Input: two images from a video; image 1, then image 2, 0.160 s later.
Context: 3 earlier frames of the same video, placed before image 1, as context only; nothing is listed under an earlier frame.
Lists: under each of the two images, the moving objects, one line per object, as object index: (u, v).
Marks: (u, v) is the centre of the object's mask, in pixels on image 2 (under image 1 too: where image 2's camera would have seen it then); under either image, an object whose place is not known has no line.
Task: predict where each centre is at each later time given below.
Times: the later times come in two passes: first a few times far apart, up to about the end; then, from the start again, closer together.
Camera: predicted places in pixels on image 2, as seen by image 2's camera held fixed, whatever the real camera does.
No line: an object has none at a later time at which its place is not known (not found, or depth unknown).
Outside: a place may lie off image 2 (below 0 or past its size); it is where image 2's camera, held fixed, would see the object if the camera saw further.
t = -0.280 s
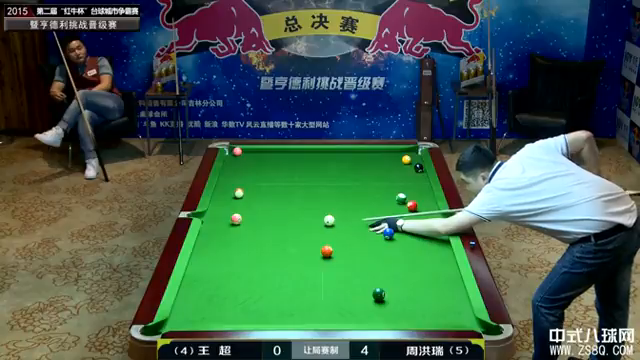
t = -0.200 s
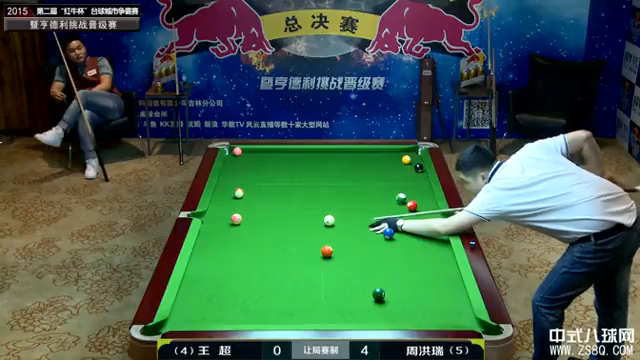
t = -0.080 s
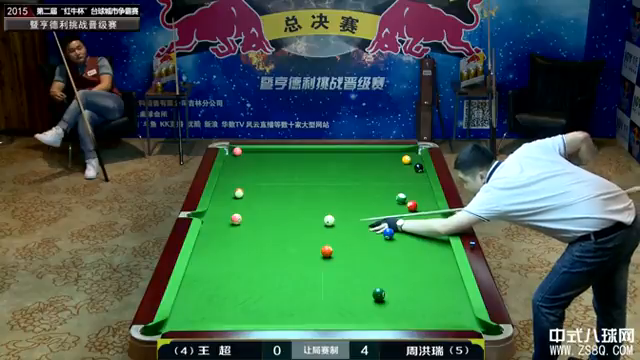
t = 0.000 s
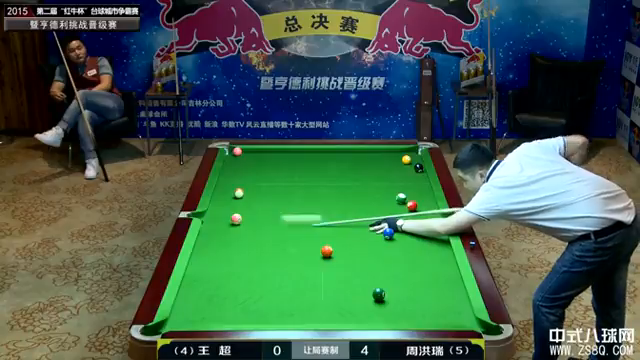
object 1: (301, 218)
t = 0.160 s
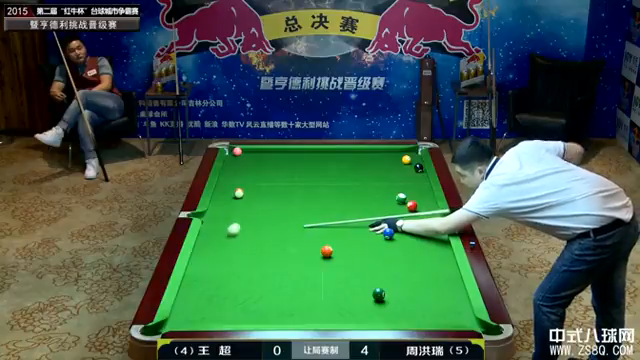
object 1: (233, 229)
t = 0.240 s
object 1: (225, 237)
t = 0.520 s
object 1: (217, 262)
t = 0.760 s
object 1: (228, 283)
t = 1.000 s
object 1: (241, 305)
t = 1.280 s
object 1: (265, 315)
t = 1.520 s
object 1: (295, 303)
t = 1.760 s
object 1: (322, 292)
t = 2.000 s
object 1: (348, 282)
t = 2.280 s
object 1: (375, 271)
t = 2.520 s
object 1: (396, 262)
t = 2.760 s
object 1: (416, 255)
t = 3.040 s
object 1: (438, 246)
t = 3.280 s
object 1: (436, 239)
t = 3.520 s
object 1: (423, 232)
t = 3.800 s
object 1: (410, 224)
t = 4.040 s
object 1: (399, 219)
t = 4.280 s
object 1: (390, 213)
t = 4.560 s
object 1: (379, 208)
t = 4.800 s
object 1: (371, 203)
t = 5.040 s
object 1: (364, 199)
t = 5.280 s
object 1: (357, 195)
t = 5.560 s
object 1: (350, 191)
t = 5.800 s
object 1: (345, 188)
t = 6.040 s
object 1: (340, 185)
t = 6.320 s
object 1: (335, 183)
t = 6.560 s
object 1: (331, 181)
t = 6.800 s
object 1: (327, 179)
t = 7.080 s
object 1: (324, 177)
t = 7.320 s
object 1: (321, 176)
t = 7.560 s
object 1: (319, 175)
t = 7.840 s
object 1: (317, 174)
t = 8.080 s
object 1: (316, 173)
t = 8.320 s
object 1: (316, 173)
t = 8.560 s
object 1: (316, 173)
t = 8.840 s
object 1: (316, 173)
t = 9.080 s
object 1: (316, 173)
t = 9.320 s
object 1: (316, 173)
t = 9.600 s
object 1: (316, 173)
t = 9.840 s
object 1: (315, 173)
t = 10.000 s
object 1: (316, 173)
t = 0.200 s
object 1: (229, 233)
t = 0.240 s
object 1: (225, 237)
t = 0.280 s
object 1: (223, 240)
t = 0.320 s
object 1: (220, 244)
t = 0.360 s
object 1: (218, 248)
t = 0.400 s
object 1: (217, 251)
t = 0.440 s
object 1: (216, 255)
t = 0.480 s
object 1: (217, 258)
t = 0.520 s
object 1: (217, 262)
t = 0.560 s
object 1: (219, 265)
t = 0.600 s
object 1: (220, 269)
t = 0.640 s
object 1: (222, 273)
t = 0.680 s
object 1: (224, 276)
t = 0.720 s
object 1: (226, 279)
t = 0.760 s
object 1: (228, 283)
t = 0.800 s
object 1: (230, 286)
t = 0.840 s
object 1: (232, 290)
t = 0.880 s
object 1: (234, 294)
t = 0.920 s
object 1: (236, 297)
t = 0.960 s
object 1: (239, 301)
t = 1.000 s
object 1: (241, 305)
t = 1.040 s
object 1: (243, 309)
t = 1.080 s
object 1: (246, 313)
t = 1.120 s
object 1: (248, 316)
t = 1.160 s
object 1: (250, 318)
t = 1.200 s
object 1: (255, 318)
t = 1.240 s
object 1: (260, 317)
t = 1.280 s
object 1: (265, 315)
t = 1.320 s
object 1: (271, 313)
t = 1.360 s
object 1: (276, 311)
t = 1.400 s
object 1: (281, 309)
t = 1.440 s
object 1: (286, 307)
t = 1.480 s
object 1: (291, 305)
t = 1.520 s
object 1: (295, 303)
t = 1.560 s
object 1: (300, 301)
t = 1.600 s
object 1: (304, 299)
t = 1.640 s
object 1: (309, 297)
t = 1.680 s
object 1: (314, 295)
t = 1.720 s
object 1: (318, 293)
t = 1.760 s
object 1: (322, 292)
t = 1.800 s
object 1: (327, 290)
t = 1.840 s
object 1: (331, 288)
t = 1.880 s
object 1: (335, 286)
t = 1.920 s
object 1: (339, 285)
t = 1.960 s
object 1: (344, 283)
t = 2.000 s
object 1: (348, 282)
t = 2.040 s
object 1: (351, 280)
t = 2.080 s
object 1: (355, 279)
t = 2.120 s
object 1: (360, 277)
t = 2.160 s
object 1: (363, 276)
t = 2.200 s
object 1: (367, 274)
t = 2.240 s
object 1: (371, 272)
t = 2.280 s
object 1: (375, 271)
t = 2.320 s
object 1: (378, 270)
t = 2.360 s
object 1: (382, 268)
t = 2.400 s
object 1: (386, 266)
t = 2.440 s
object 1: (389, 265)
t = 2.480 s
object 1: (393, 264)
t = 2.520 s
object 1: (396, 262)
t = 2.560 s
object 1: (400, 261)
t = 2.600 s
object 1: (403, 260)
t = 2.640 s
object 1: (406, 259)
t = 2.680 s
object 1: (410, 257)
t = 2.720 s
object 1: (413, 256)
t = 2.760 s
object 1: (416, 255)
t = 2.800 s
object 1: (419, 253)
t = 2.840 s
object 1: (422, 252)
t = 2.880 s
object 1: (426, 251)
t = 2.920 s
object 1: (428, 250)
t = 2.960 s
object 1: (432, 248)
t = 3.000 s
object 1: (435, 247)
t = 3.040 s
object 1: (438, 246)
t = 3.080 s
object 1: (440, 245)
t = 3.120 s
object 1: (443, 244)
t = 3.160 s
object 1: (443, 242)
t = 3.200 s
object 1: (441, 241)
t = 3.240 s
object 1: (438, 240)
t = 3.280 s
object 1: (436, 239)
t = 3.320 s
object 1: (434, 238)
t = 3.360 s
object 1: (431, 236)
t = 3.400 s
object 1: (429, 235)
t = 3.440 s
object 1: (427, 234)
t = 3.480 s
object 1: (425, 233)
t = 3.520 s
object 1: (423, 232)
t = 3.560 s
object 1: (421, 231)
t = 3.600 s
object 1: (419, 230)
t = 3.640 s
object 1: (417, 228)
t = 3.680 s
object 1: (415, 228)
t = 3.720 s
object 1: (414, 226)
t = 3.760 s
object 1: (411, 225)
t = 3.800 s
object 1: (410, 224)
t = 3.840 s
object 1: (408, 223)
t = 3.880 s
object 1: (406, 222)
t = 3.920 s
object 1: (404, 222)
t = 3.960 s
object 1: (403, 221)
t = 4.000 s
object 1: (401, 219)
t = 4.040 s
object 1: (399, 219)
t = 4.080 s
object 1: (398, 218)
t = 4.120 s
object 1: (396, 217)
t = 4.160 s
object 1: (394, 216)
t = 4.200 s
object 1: (393, 215)
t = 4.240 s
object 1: (391, 214)
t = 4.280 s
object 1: (390, 213)
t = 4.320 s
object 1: (388, 212)
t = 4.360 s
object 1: (387, 212)
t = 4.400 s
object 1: (385, 211)
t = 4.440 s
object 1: (384, 210)
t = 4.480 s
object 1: (382, 209)
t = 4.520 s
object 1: (381, 208)
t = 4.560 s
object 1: (379, 208)
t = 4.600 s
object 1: (378, 207)
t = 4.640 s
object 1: (377, 206)
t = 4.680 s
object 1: (375, 205)
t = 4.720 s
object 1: (374, 204)
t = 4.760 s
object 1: (372, 204)
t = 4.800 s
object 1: (371, 203)
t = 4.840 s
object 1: (370, 202)
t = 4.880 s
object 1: (369, 202)
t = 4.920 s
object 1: (367, 201)
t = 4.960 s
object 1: (366, 200)
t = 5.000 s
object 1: (365, 200)
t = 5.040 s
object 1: (364, 199)
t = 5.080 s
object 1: (363, 198)
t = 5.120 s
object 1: (362, 198)
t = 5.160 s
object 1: (361, 197)
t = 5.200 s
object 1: (360, 197)
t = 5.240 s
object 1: (359, 196)
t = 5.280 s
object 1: (357, 195)
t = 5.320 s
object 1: (356, 195)
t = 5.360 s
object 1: (355, 194)
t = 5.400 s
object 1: (354, 194)
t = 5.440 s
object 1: (353, 193)
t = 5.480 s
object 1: (352, 192)
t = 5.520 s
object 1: (351, 192)
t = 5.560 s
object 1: (350, 191)
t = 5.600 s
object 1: (349, 191)
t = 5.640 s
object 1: (348, 190)
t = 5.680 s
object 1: (347, 190)
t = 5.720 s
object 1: (346, 189)
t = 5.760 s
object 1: (346, 189)
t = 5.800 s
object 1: (345, 188)
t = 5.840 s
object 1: (344, 188)
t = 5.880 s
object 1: (343, 187)
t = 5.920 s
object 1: (342, 187)
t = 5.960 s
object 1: (341, 187)
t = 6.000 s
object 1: (340, 186)
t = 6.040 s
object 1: (340, 185)
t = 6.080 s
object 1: (339, 185)
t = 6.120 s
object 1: (338, 185)
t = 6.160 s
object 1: (337, 184)
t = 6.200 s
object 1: (337, 184)
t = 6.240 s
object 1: (336, 183)
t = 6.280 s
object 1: (335, 183)
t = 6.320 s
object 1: (335, 183)
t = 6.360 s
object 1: (334, 182)
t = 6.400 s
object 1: (333, 182)
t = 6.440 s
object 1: (333, 182)
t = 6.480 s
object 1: (332, 181)
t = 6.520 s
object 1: (331, 181)
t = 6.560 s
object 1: (331, 181)
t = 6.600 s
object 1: (330, 180)
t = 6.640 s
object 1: (329, 180)
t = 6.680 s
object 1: (329, 180)
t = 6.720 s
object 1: (328, 179)
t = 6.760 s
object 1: (328, 179)
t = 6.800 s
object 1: (327, 179)
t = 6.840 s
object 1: (327, 178)
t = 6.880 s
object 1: (326, 178)
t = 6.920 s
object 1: (326, 178)
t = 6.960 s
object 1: (325, 178)
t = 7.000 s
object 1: (325, 177)
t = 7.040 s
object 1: (324, 177)
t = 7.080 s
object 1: (324, 177)
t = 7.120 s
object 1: (323, 177)
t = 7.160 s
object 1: (323, 176)
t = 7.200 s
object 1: (322, 176)
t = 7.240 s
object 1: (322, 176)
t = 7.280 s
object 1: (322, 176)
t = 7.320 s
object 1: (321, 176)
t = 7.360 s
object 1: (321, 176)
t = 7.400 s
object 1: (320, 175)
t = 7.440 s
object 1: (320, 175)
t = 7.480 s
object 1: (320, 175)
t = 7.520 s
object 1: (320, 175)
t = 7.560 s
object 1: (319, 175)
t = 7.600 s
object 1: (319, 175)
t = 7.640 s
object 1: (318, 174)
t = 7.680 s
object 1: (318, 174)
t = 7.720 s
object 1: (318, 174)
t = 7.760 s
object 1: (318, 174)
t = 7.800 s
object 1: (318, 174)
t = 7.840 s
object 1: (317, 174)
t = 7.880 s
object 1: (317, 174)
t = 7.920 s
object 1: (317, 173)
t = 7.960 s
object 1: (317, 173)
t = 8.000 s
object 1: (317, 173)
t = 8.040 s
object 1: (316, 173)
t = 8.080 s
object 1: (316, 173)
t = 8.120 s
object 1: (316, 173)
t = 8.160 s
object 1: (316, 173)
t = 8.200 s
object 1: (316, 173)
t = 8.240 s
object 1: (316, 173)
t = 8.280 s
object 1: (316, 173)
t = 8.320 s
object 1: (316, 173)
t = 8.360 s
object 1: (316, 173)
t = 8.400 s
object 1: (316, 173)
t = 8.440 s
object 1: (316, 173)
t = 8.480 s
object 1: (316, 173)
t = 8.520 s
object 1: (316, 173)
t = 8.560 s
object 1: (316, 173)
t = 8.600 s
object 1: (316, 173)
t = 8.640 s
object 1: (316, 173)
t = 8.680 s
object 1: (316, 173)
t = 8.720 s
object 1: (316, 173)
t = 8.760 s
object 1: (316, 173)
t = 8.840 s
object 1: (316, 173)
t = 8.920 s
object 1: (316, 173)
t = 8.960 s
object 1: (316, 173)
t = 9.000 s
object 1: (316, 173)
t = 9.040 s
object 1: (316, 173)
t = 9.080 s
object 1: (316, 173)
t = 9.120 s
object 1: (316, 173)
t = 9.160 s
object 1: (316, 173)
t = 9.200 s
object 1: (316, 173)
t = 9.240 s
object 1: (316, 173)
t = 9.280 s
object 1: (316, 173)
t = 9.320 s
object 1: (316, 173)
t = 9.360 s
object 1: (316, 173)
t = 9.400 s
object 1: (316, 173)
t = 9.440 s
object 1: (316, 173)
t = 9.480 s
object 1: (316, 173)
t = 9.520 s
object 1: (316, 173)
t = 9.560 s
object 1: (316, 173)
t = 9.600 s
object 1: (316, 173)
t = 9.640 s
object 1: (316, 173)
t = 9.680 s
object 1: (315, 173)
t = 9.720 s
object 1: (315, 173)
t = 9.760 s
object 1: (316, 173)
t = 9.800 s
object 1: (316, 173)
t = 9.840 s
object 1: (315, 173)
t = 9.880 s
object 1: (316, 173)
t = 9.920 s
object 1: (316, 173)
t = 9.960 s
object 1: (316, 173)
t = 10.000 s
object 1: (316, 173)
